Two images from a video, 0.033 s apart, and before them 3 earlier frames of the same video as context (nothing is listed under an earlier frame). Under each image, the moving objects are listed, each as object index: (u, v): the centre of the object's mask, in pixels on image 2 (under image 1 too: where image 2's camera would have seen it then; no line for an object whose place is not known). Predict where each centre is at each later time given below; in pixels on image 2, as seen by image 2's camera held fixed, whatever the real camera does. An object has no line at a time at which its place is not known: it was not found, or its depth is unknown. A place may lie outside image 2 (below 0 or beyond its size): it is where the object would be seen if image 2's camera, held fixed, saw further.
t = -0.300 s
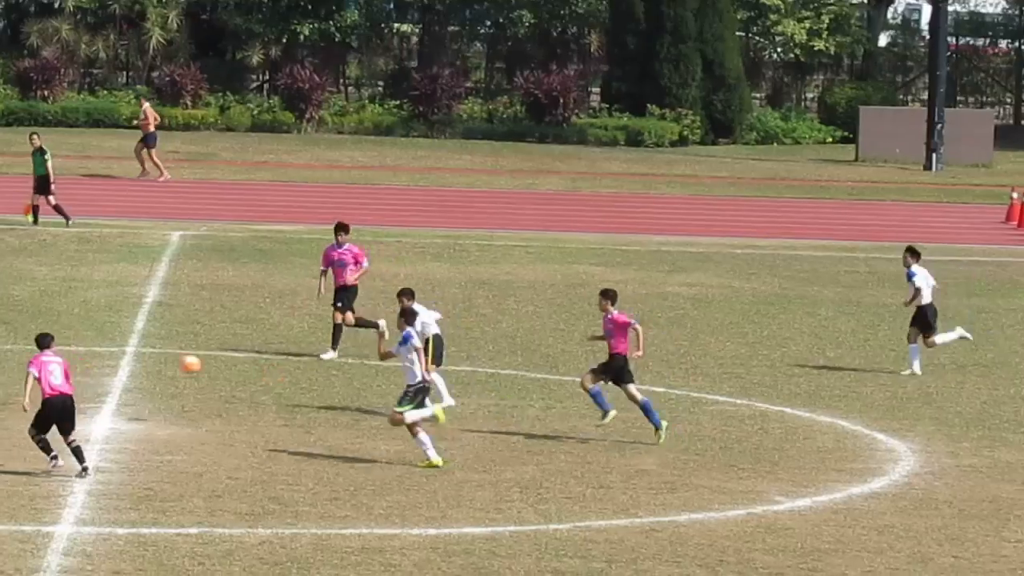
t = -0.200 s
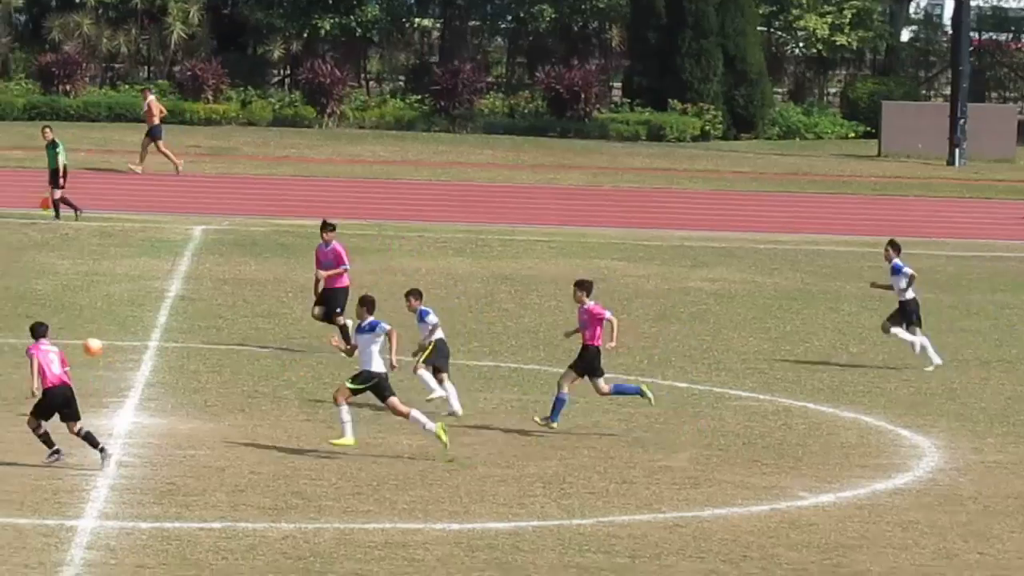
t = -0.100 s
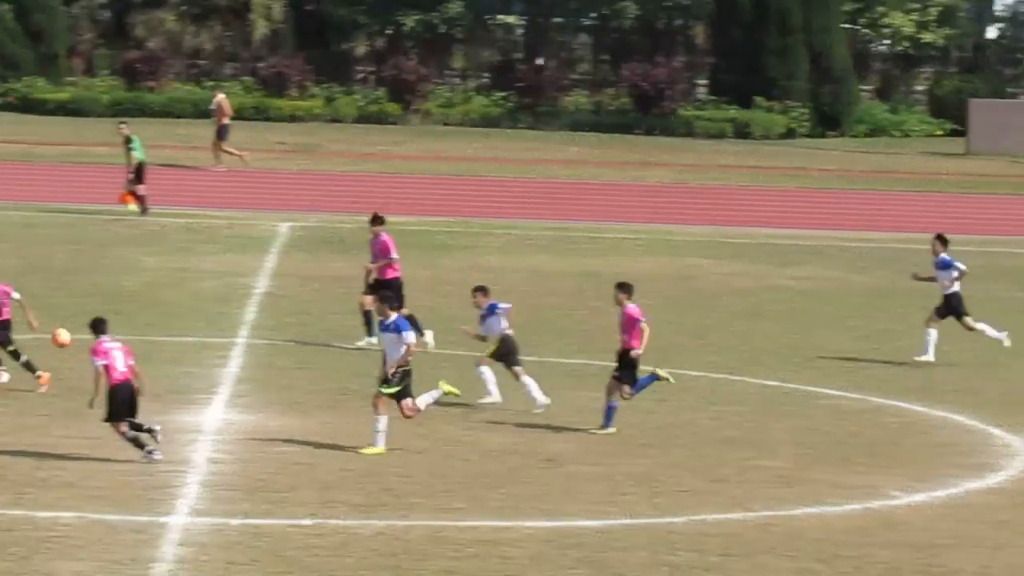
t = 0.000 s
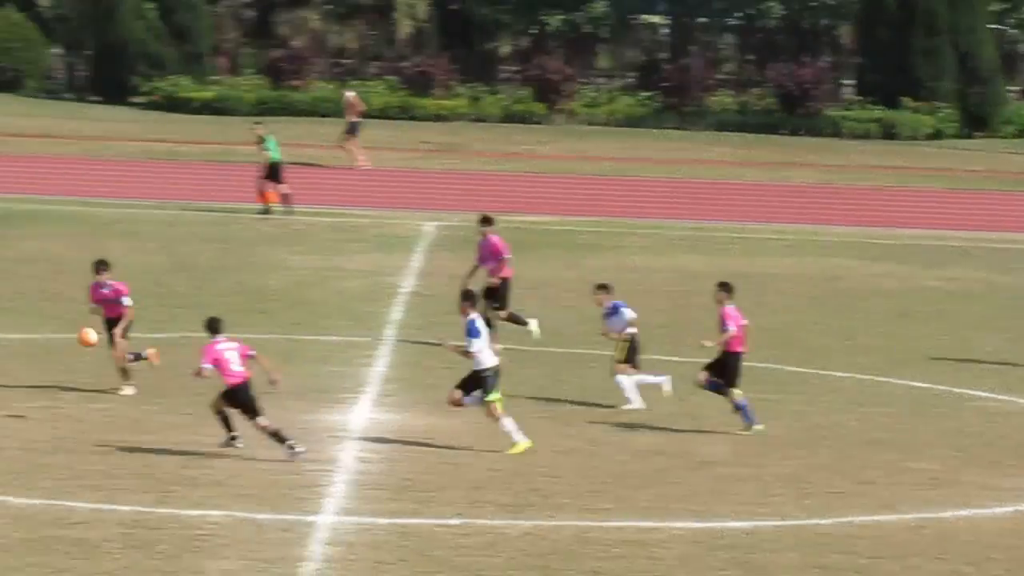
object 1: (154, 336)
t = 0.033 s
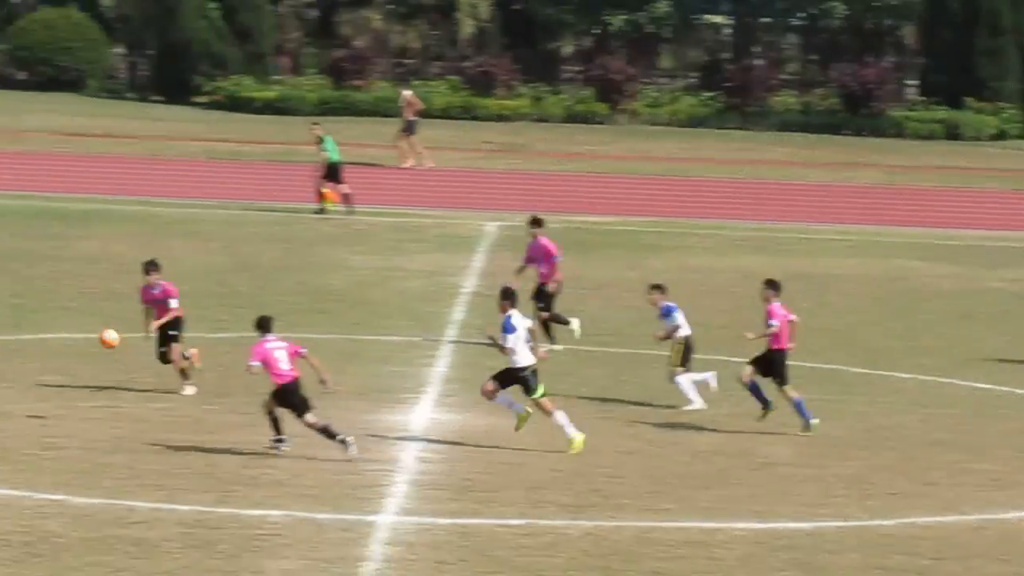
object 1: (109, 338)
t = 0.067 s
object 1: (70, 341)
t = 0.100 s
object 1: (32, 345)
